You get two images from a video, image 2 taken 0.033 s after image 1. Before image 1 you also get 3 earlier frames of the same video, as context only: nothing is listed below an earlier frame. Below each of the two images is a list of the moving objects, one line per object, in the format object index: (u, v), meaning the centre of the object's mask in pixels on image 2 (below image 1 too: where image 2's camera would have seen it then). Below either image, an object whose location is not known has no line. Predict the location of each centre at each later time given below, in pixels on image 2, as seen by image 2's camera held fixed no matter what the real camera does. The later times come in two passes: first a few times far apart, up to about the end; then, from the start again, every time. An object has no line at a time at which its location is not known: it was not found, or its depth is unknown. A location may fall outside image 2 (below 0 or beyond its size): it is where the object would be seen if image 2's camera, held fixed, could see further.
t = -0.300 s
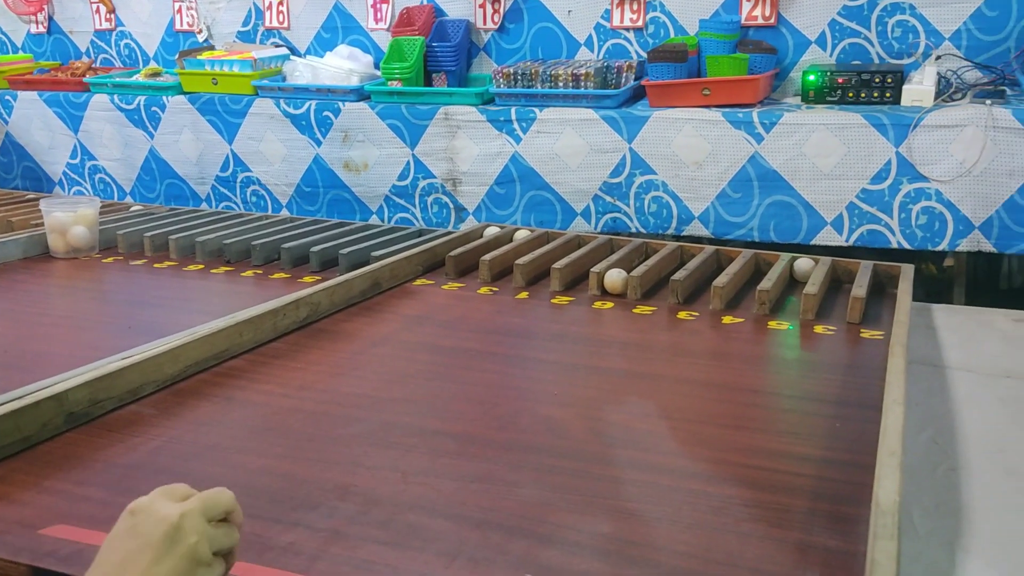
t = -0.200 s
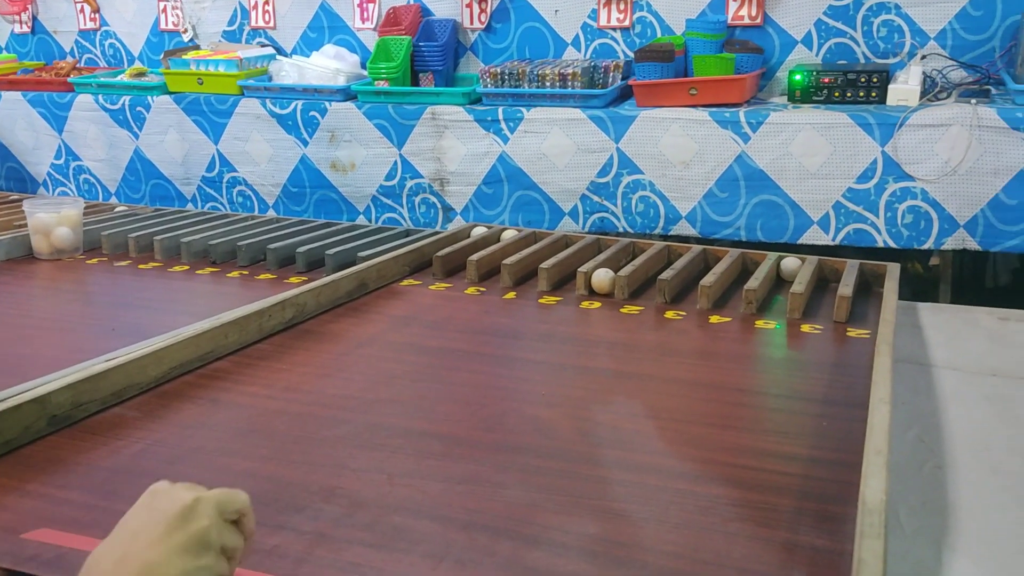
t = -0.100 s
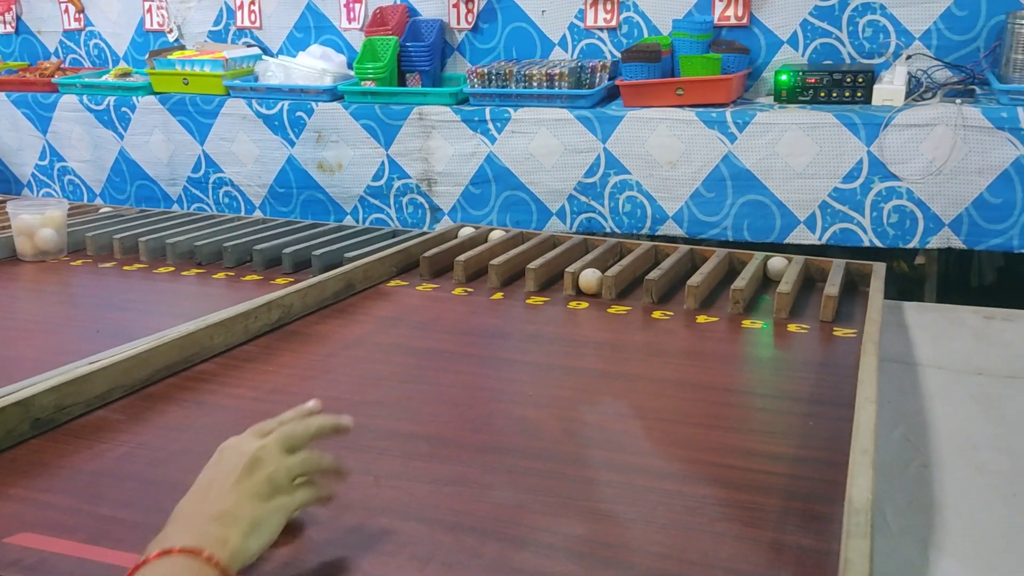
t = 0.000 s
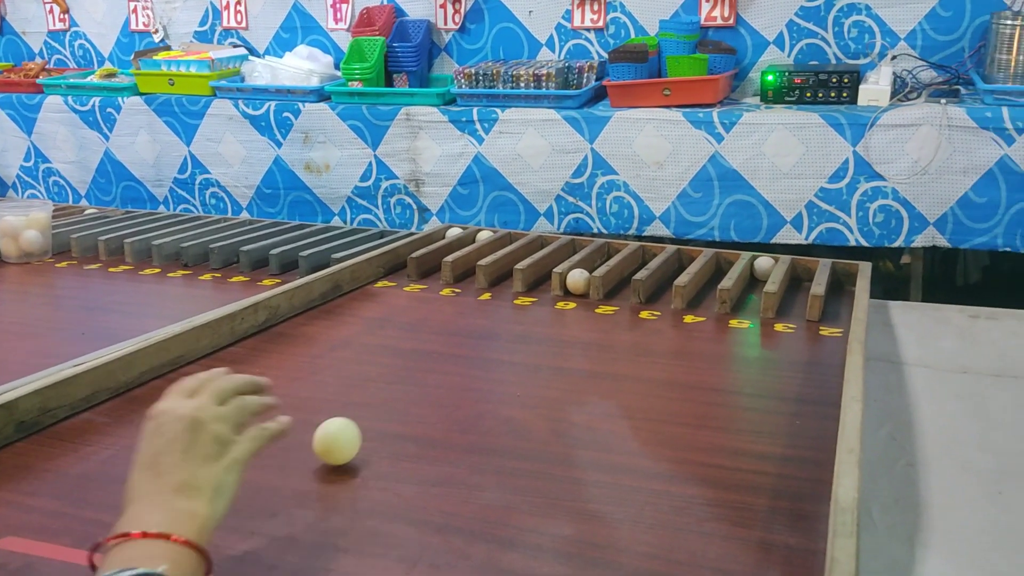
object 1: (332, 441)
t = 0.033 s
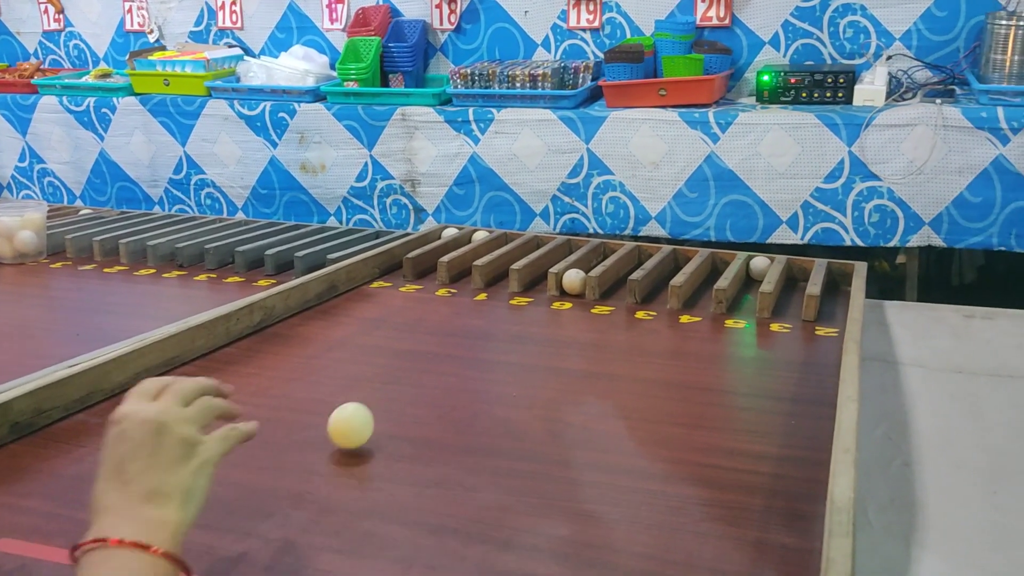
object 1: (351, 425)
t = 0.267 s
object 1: (433, 353)
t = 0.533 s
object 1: (484, 300)
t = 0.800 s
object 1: (421, 284)
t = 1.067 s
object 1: (375, 282)
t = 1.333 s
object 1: (413, 284)
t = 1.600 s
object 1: (450, 280)
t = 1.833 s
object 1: (463, 280)
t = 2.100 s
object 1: (465, 281)
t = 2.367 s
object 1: (470, 278)
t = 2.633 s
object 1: (469, 278)
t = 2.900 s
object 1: (468, 277)
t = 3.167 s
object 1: (465, 277)
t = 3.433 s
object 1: (460, 275)
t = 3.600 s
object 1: (458, 273)
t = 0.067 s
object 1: (367, 412)
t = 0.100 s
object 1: (381, 401)
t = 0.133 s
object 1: (394, 390)
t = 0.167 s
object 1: (405, 380)
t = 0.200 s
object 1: (416, 370)
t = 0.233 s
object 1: (424, 361)
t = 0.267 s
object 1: (433, 353)
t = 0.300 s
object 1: (440, 346)
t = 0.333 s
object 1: (448, 339)
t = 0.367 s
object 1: (455, 332)
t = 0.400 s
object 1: (461, 325)
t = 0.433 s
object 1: (467, 319)
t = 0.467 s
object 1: (473, 312)
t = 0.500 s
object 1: (479, 306)
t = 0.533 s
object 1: (484, 300)
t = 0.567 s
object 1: (490, 294)
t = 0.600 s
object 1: (495, 288)
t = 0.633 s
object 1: (499, 283)
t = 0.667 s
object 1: (491, 280)
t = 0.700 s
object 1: (472, 282)
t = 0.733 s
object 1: (455, 283)
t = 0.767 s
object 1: (438, 284)
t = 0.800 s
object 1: (421, 284)
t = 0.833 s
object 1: (406, 285)
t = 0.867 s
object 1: (392, 285)
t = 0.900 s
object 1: (379, 284)
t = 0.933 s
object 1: (369, 283)
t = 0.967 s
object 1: (358, 281)
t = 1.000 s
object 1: (358, 280)
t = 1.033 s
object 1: (367, 282)
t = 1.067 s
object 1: (375, 282)
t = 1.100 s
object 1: (381, 283)
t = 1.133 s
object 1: (386, 284)
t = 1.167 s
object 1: (390, 285)
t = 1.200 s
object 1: (395, 285)
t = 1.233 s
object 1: (399, 285)
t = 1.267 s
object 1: (404, 285)
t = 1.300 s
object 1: (408, 285)
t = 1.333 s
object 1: (413, 284)
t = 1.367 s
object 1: (418, 284)
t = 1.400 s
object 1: (423, 284)
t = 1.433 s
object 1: (427, 283)
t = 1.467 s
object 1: (432, 283)
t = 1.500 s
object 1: (437, 282)
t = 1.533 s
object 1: (441, 282)
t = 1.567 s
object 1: (446, 281)
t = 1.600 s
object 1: (450, 280)
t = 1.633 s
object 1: (455, 280)
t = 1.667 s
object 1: (459, 279)
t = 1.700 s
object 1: (464, 278)
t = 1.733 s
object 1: (466, 277)
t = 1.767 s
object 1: (464, 278)
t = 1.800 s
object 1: (463, 279)
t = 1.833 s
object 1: (463, 280)
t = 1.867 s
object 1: (463, 280)
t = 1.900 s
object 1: (463, 280)
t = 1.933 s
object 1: (463, 281)
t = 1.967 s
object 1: (464, 281)
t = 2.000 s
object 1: (464, 281)
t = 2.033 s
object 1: (464, 281)
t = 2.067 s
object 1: (465, 281)
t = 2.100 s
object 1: (465, 281)
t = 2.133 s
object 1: (466, 280)
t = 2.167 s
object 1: (466, 280)
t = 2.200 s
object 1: (467, 280)
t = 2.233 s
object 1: (467, 279)
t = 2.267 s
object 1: (468, 279)
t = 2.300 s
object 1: (469, 278)
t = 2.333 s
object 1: (469, 278)
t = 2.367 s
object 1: (470, 278)
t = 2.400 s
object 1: (469, 278)
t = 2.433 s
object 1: (469, 278)
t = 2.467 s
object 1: (469, 278)
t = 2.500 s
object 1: (469, 278)
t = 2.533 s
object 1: (469, 278)
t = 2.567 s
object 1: (469, 278)
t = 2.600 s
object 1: (469, 278)
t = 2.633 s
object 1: (469, 278)
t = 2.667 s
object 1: (469, 278)
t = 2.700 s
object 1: (469, 278)
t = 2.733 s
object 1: (469, 277)
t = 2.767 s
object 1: (469, 277)
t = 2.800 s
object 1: (469, 277)
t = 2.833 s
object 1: (469, 277)
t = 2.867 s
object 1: (468, 277)
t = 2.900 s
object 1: (468, 277)
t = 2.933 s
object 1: (468, 277)
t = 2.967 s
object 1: (467, 277)
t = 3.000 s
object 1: (467, 277)
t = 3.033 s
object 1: (467, 277)
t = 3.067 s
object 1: (466, 277)
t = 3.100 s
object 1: (466, 277)
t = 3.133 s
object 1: (465, 277)
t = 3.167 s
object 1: (465, 277)
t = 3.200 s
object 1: (464, 277)
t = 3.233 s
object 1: (463, 277)
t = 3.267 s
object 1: (463, 276)
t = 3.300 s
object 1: (462, 276)
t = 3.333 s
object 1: (462, 276)
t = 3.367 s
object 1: (461, 276)
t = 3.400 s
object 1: (460, 275)
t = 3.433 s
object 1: (460, 275)
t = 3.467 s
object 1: (459, 275)
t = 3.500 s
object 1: (458, 274)
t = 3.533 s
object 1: (458, 273)
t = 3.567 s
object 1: (457, 273)
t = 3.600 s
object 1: (458, 273)
